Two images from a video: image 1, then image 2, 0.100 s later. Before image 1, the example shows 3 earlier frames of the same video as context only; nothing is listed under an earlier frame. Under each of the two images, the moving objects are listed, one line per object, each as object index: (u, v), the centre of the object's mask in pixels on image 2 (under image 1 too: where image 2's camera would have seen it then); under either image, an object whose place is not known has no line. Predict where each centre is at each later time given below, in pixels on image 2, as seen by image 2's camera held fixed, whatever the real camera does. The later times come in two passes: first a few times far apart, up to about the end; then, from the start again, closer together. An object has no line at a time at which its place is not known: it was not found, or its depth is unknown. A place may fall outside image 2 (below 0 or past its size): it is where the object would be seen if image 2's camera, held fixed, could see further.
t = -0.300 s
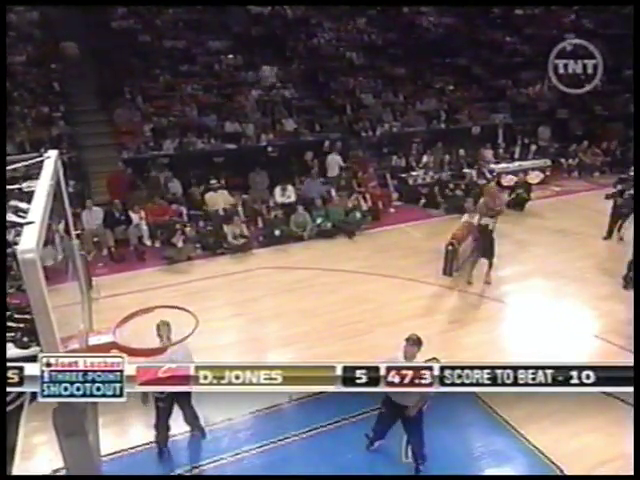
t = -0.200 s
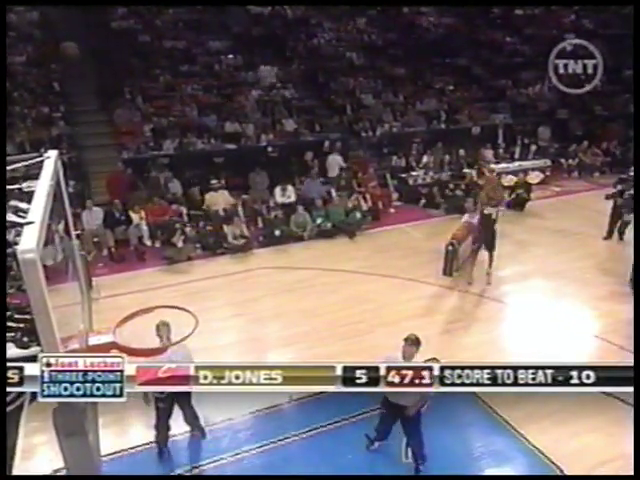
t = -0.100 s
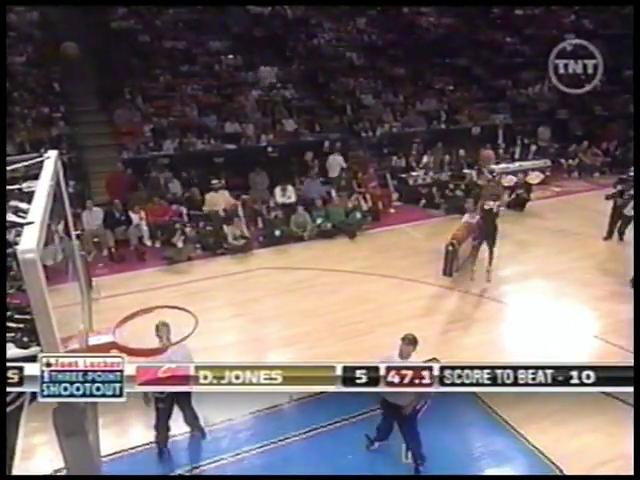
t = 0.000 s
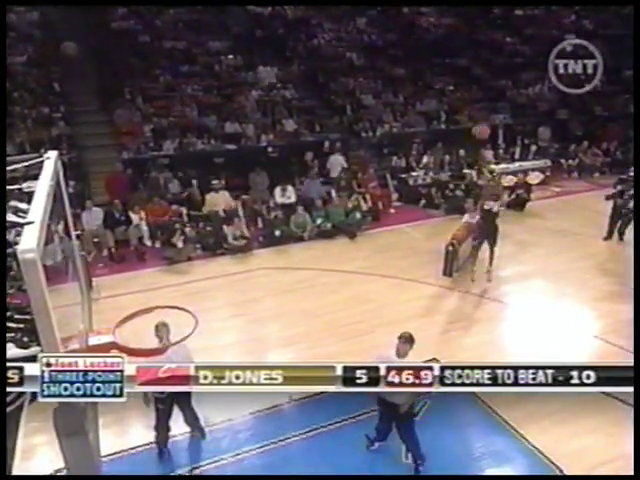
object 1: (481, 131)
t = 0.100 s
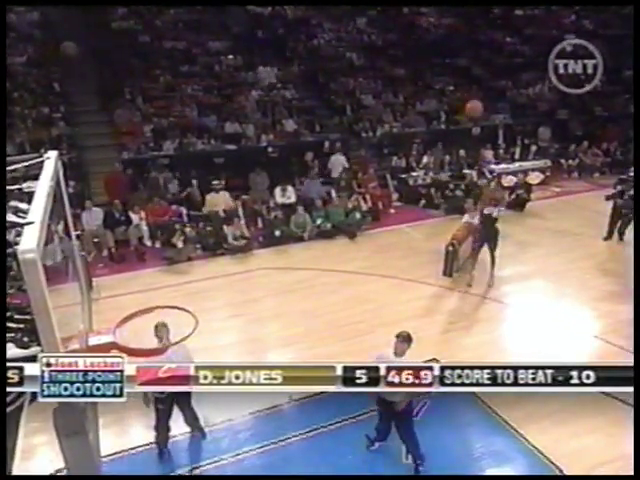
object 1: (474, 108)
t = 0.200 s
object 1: (463, 87)
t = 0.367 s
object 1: (439, 62)
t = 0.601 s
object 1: (387, 61)
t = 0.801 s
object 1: (314, 121)
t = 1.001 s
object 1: (203, 277)
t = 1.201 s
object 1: (106, 275)
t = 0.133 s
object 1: (470, 101)
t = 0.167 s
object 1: (467, 94)
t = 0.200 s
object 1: (463, 87)
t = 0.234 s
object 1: (459, 80)
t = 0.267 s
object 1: (454, 75)
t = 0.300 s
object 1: (450, 70)
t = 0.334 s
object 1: (445, 66)
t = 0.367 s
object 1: (439, 62)
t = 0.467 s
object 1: (419, 55)
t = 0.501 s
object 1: (412, 55)
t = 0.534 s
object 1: (404, 54)
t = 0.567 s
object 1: (395, 57)
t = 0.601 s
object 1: (387, 61)
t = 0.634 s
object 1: (376, 66)
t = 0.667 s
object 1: (365, 72)
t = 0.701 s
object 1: (354, 81)
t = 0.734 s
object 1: (341, 91)
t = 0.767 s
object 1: (329, 105)
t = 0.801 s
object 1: (314, 121)
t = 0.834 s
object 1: (299, 138)
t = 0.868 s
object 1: (282, 159)
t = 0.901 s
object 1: (264, 183)
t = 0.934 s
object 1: (244, 212)
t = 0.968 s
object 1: (225, 240)
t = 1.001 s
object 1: (203, 277)
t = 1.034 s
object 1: (182, 313)
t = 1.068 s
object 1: (158, 316)
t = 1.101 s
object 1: (136, 306)
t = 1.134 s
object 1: (115, 297)
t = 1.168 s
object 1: (95, 290)
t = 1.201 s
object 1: (106, 275)
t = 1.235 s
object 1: (121, 261)
